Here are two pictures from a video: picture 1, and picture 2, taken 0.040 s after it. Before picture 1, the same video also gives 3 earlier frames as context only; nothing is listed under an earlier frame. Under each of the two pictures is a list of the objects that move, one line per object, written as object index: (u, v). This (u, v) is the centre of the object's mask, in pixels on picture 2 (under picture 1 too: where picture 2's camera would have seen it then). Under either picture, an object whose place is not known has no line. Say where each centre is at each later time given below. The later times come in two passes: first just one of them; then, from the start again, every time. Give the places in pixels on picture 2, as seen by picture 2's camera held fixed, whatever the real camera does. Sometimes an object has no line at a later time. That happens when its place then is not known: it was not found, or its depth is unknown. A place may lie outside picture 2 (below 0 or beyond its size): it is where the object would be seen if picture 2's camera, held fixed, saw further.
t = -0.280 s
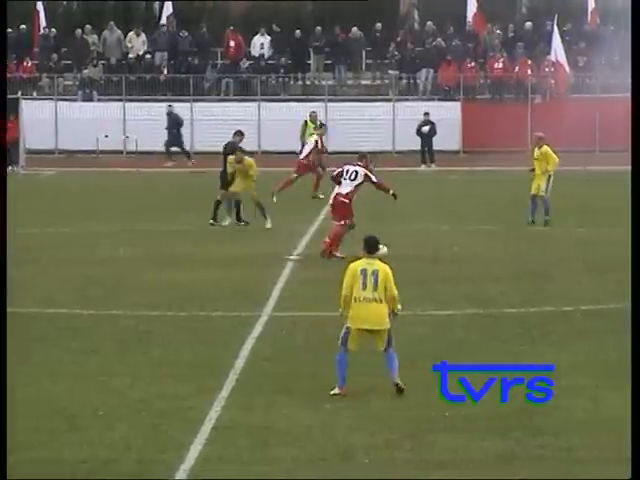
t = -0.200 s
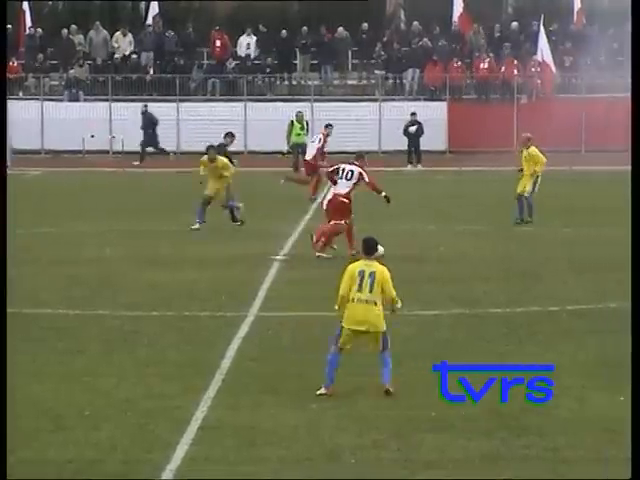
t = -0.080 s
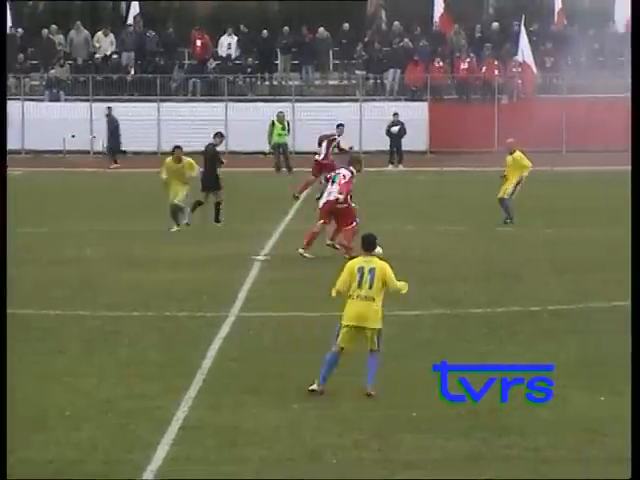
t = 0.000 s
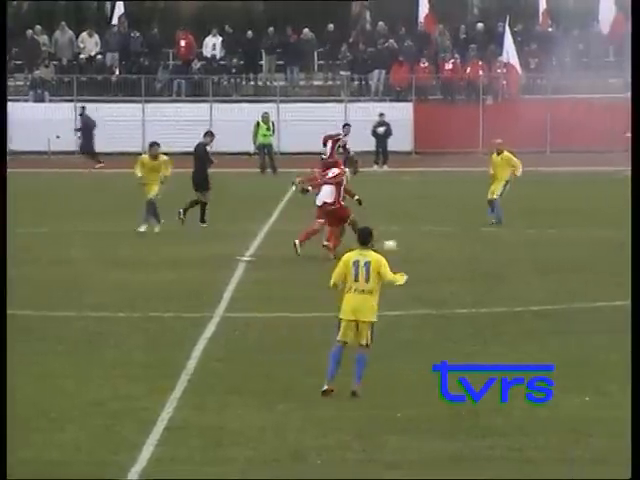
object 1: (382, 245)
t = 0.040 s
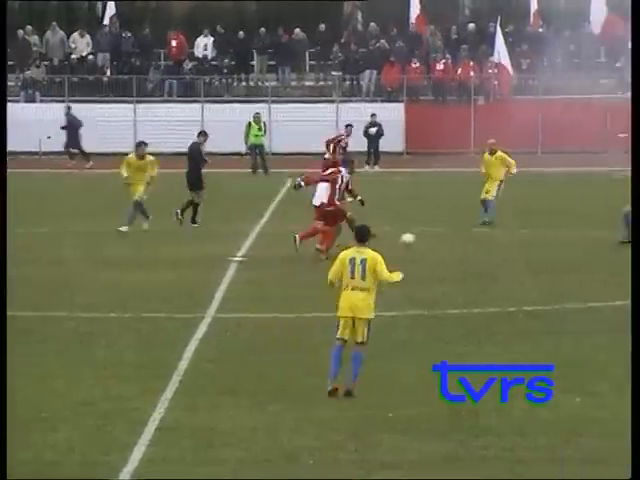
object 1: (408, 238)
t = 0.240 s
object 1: (530, 222)
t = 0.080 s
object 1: (433, 232)
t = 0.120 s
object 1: (461, 227)
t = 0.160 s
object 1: (483, 224)
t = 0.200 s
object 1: (506, 223)
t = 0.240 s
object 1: (530, 222)
